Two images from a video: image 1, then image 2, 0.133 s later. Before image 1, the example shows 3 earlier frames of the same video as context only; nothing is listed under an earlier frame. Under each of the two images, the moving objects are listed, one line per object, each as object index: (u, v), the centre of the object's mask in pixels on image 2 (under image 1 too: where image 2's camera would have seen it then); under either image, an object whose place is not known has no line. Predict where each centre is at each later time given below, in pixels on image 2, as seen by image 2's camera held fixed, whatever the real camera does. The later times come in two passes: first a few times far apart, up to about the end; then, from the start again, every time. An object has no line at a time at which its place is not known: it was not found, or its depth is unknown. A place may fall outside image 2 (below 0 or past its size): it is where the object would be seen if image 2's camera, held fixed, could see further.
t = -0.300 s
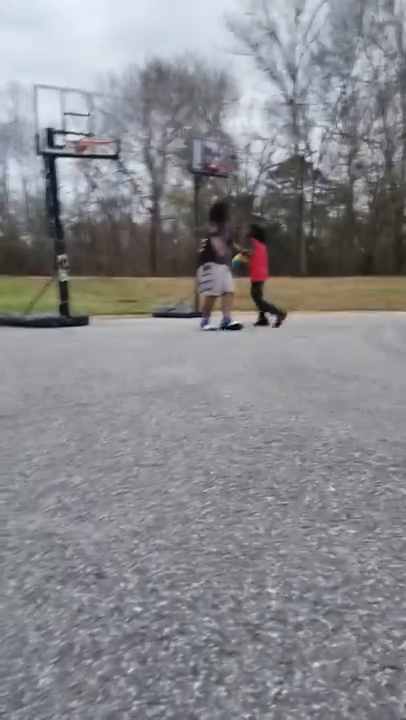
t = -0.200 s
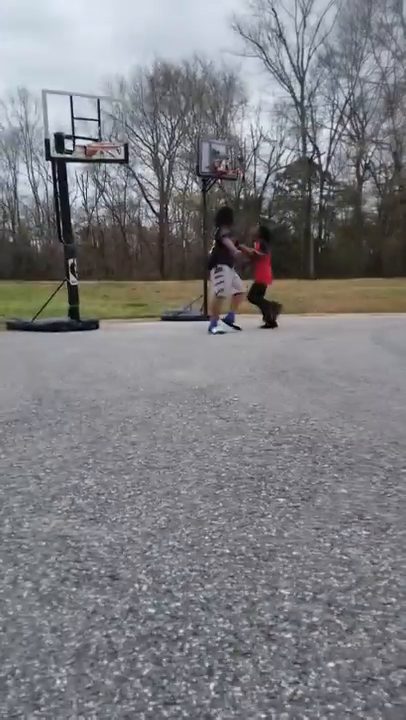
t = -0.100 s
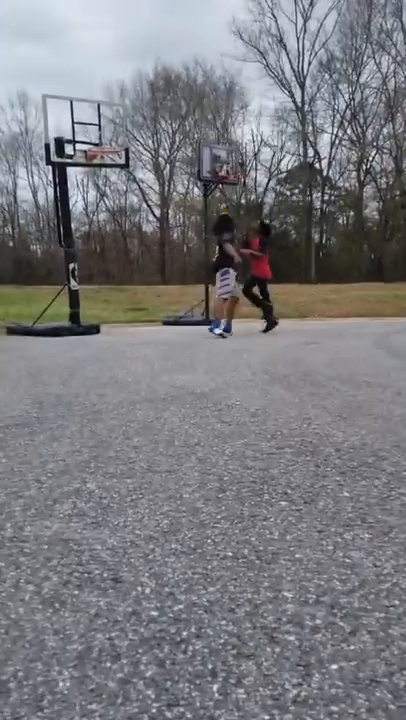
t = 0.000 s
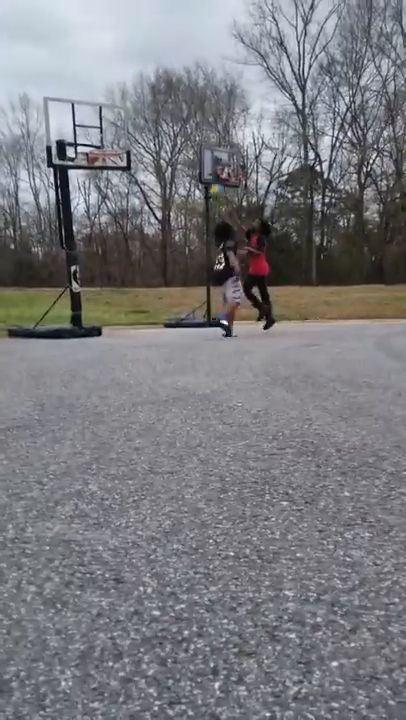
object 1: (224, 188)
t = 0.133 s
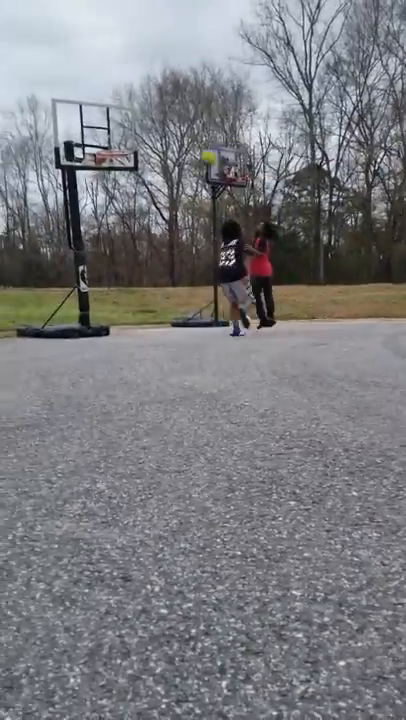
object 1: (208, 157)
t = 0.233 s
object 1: (195, 138)
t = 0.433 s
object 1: (173, 121)
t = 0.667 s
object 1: (147, 140)
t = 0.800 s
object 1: (152, 157)
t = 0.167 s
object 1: (204, 150)
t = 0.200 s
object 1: (200, 144)
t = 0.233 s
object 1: (195, 138)
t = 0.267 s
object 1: (192, 134)
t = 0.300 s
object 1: (189, 130)
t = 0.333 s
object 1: (186, 127)
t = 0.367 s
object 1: (182, 123)
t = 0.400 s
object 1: (177, 122)
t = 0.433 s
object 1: (173, 121)
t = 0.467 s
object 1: (170, 121)
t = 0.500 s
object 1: (165, 122)
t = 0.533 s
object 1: (163, 124)
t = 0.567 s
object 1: (160, 127)
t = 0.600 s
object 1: (157, 132)
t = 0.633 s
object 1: (151, 135)
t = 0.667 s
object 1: (147, 140)
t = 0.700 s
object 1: (142, 146)
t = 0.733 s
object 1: (142, 150)
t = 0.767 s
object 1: (148, 152)
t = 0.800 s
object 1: (152, 157)
